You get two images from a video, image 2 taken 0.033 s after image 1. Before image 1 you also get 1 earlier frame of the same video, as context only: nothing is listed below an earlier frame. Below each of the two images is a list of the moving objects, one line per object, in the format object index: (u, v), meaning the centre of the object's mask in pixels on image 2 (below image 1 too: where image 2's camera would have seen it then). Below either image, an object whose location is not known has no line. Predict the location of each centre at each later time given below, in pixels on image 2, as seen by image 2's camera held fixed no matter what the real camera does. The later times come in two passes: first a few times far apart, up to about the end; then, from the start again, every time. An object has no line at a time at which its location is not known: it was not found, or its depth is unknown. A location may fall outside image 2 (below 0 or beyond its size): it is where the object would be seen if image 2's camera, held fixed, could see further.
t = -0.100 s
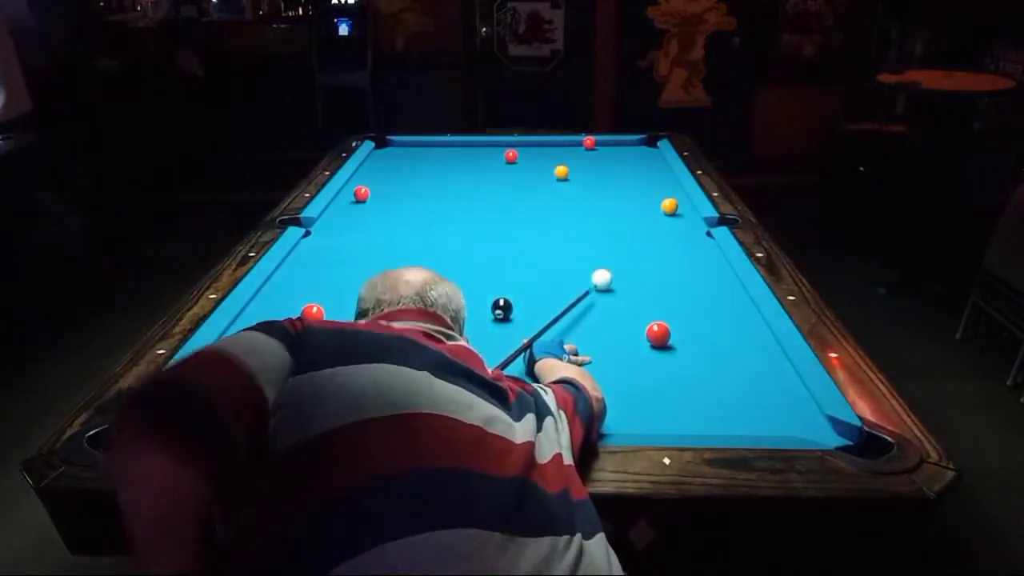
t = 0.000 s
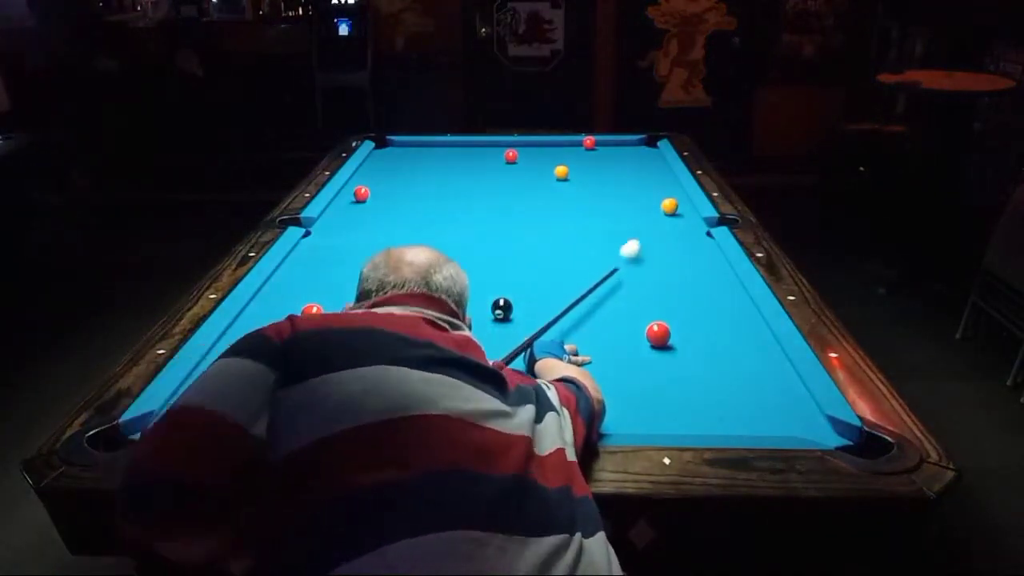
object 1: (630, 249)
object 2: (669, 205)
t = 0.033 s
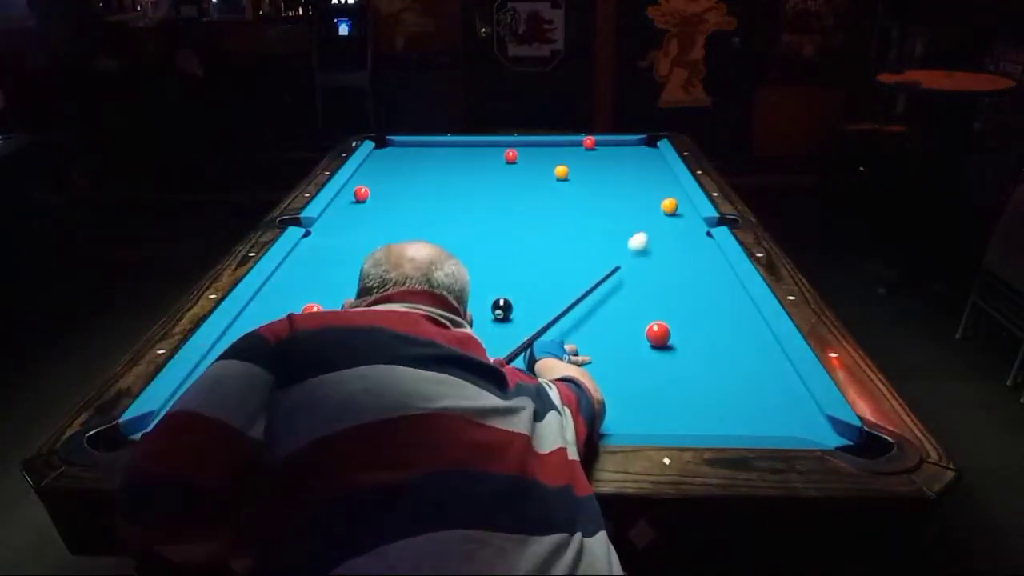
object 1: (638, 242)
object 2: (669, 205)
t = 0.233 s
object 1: (675, 210)
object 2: (667, 200)
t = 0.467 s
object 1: (664, 207)
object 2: (660, 178)
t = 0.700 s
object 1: (634, 203)
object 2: (654, 162)
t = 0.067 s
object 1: (645, 235)
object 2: (669, 205)
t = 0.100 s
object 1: (651, 229)
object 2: (669, 205)
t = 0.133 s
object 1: (657, 223)
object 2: (669, 205)
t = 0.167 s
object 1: (663, 218)
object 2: (669, 205)
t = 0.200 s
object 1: (669, 212)
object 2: (669, 202)
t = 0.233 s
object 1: (675, 210)
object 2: (667, 200)
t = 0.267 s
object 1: (681, 210)
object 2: (667, 198)
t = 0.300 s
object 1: (686, 210)
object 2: (665, 194)
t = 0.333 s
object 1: (682, 209)
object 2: (664, 190)
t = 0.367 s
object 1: (677, 209)
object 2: (663, 187)
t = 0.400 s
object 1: (672, 208)
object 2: (662, 184)
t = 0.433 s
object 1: (668, 208)
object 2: (661, 181)
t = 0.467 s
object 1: (664, 207)
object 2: (660, 178)
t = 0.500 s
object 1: (659, 207)
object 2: (659, 176)
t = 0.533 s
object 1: (655, 206)
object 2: (658, 174)
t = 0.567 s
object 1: (651, 205)
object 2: (658, 171)
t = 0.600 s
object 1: (647, 205)
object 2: (657, 169)
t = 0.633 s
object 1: (643, 204)
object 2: (656, 166)
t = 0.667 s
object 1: (638, 203)
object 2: (655, 164)
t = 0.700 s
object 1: (634, 203)
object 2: (654, 162)
